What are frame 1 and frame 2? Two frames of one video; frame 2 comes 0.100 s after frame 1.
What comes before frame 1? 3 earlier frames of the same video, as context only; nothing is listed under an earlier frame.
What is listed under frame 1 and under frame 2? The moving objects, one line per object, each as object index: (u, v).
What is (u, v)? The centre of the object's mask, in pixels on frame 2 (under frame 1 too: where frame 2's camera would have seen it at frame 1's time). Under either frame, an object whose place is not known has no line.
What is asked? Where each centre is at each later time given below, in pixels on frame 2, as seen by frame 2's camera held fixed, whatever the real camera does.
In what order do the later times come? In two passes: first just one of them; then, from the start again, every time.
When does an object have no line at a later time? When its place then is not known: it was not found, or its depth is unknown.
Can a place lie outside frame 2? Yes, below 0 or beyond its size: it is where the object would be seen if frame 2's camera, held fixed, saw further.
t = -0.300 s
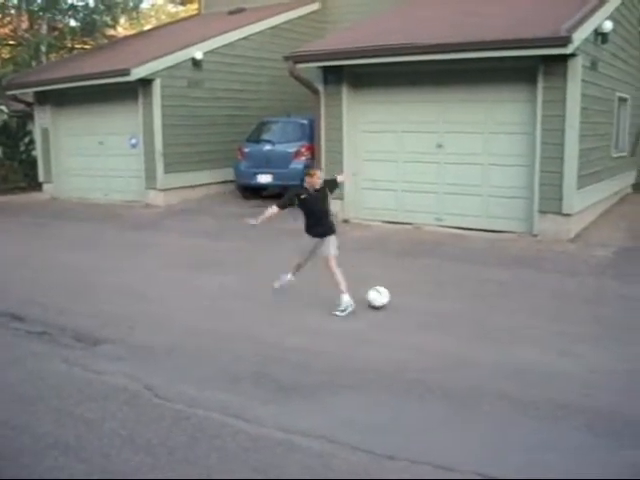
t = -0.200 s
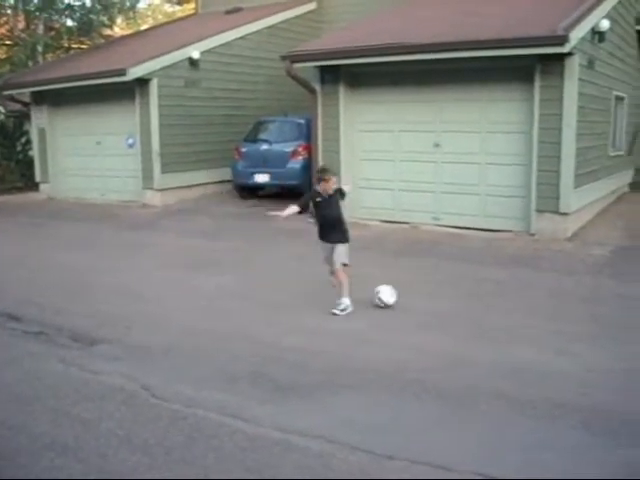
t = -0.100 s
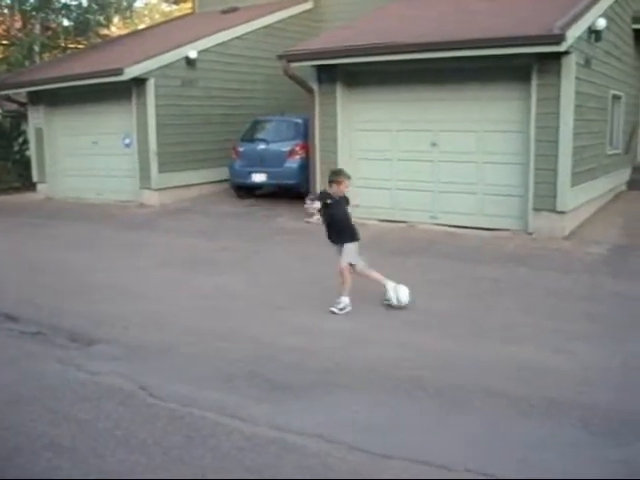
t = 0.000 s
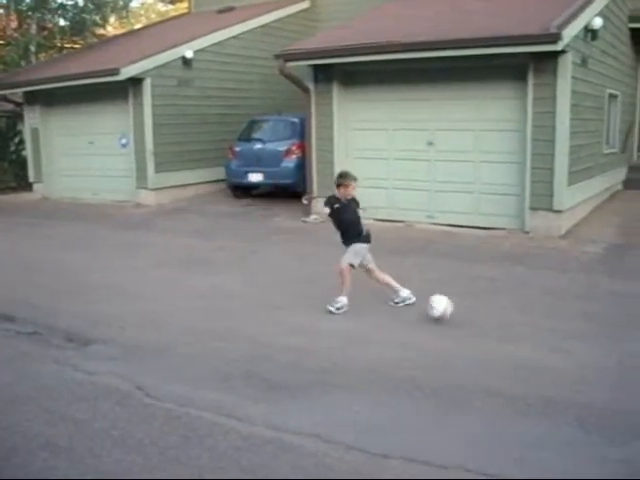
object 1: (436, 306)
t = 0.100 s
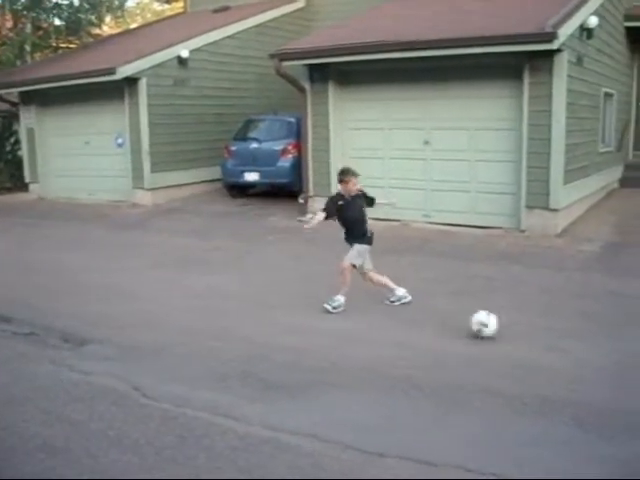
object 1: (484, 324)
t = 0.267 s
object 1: (565, 349)
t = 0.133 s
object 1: (499, 327)
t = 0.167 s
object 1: (516, 332)
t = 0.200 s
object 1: (532, 338)
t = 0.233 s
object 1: (549, 346)
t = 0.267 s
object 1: (565, 349)
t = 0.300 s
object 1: (581, 352)
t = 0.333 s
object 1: (596, 357)
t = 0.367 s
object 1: (612, 363)
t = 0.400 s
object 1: (627, 368)
